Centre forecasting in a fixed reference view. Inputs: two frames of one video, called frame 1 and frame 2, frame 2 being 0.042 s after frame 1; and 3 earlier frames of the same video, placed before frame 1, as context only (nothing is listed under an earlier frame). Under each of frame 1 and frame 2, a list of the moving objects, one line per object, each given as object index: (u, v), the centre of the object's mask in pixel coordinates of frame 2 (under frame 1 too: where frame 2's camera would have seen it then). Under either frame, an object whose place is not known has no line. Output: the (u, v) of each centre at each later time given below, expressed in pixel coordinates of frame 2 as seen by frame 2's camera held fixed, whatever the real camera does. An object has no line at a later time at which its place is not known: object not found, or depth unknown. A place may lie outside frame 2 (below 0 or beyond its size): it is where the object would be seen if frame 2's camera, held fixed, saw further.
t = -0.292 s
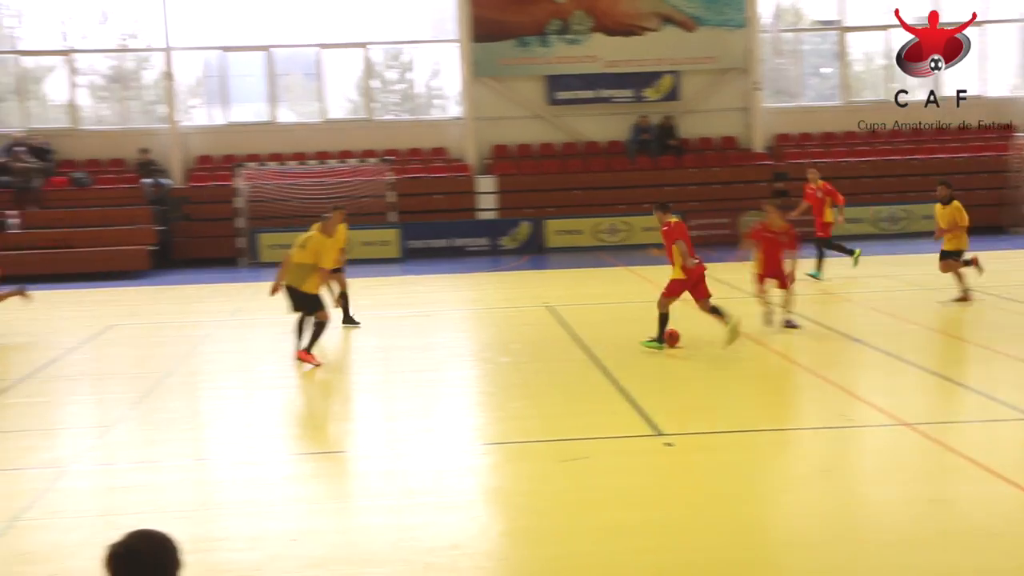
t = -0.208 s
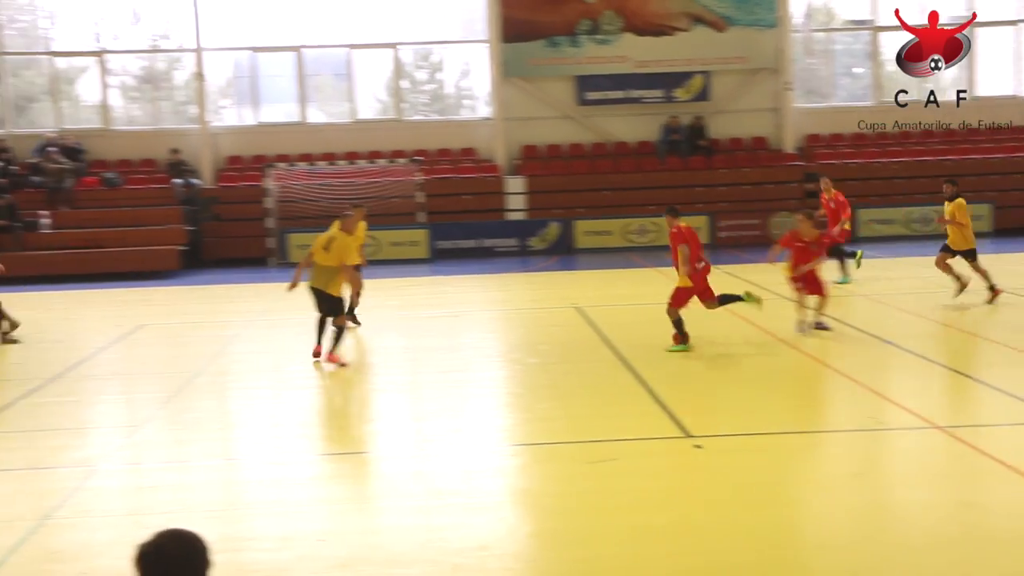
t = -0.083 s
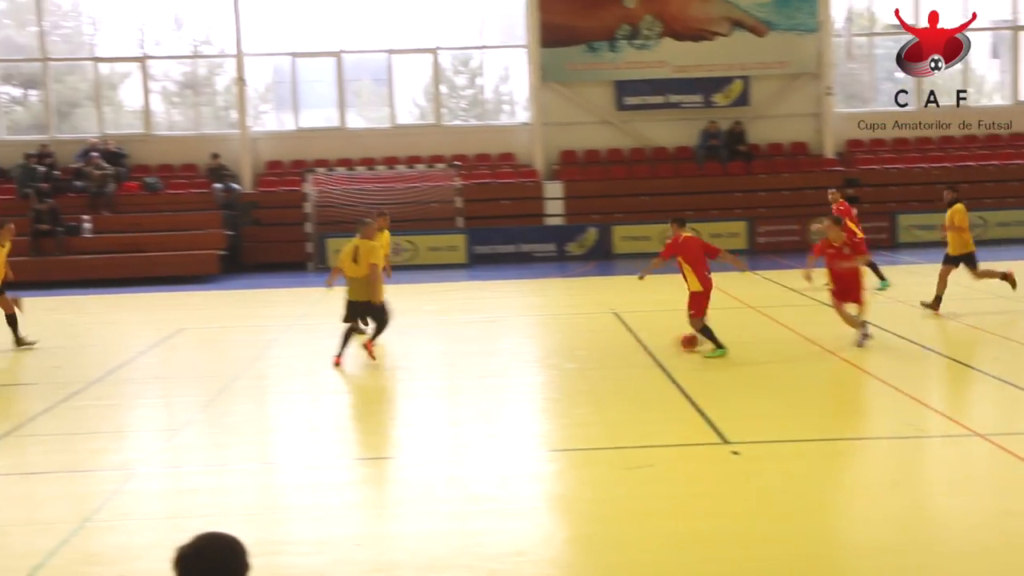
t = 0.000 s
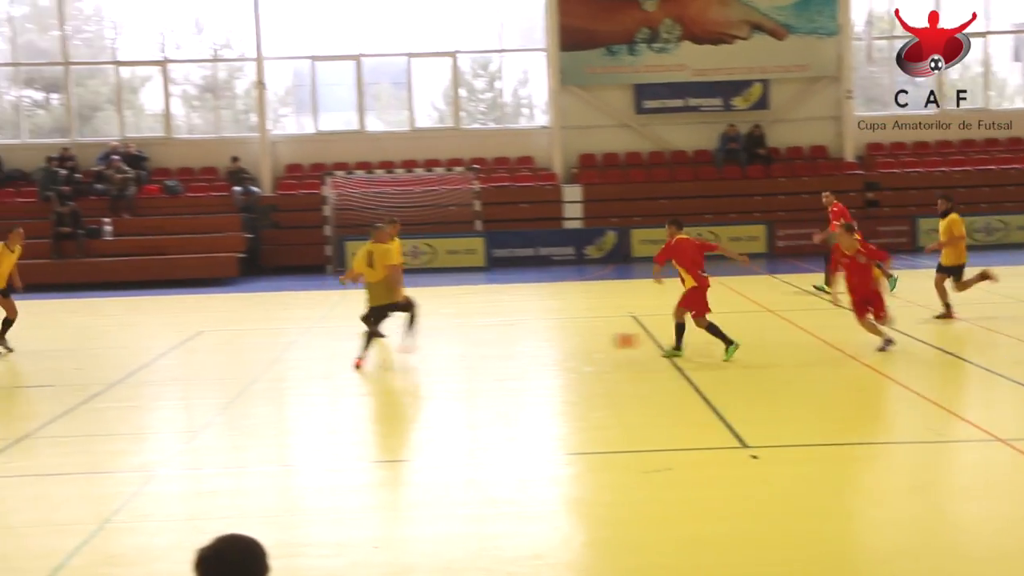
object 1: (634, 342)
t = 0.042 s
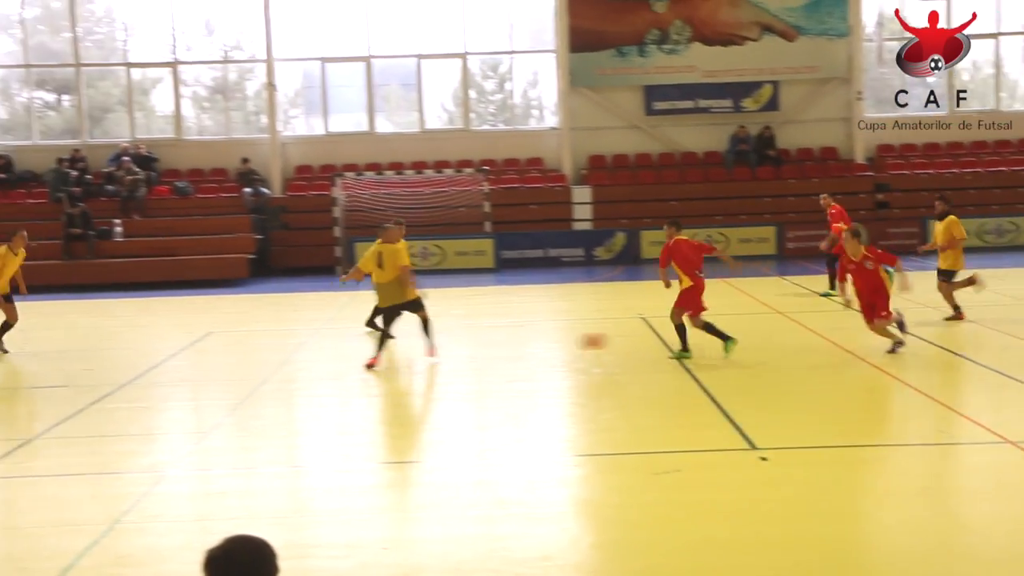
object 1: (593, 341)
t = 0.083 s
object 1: (551, 341)
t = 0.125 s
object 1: (510, 344)
